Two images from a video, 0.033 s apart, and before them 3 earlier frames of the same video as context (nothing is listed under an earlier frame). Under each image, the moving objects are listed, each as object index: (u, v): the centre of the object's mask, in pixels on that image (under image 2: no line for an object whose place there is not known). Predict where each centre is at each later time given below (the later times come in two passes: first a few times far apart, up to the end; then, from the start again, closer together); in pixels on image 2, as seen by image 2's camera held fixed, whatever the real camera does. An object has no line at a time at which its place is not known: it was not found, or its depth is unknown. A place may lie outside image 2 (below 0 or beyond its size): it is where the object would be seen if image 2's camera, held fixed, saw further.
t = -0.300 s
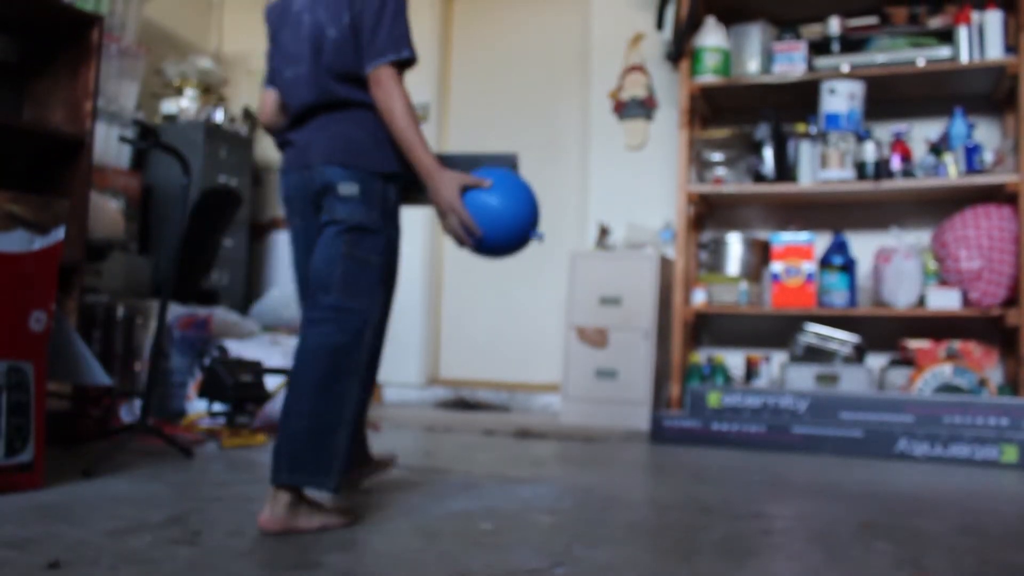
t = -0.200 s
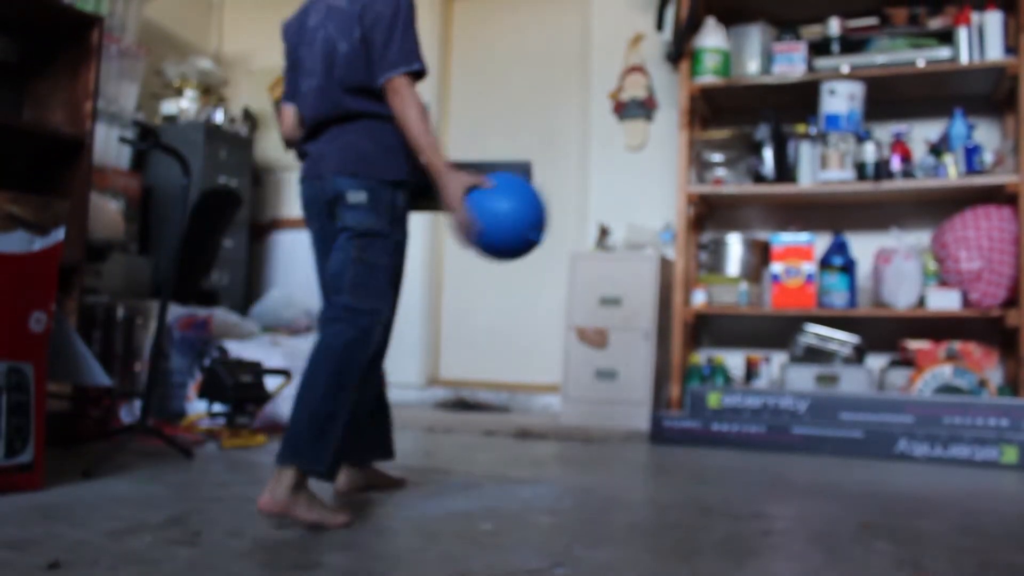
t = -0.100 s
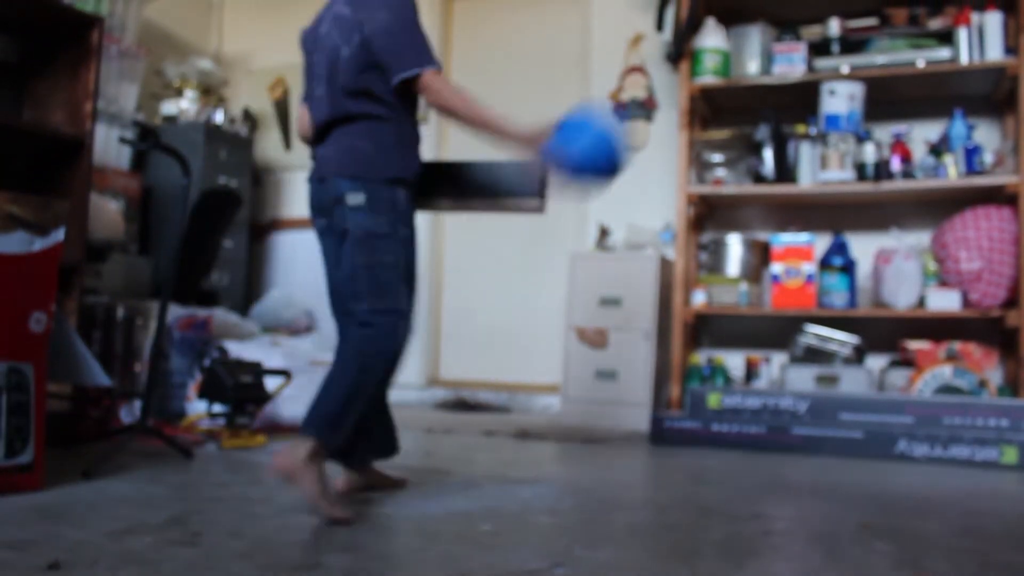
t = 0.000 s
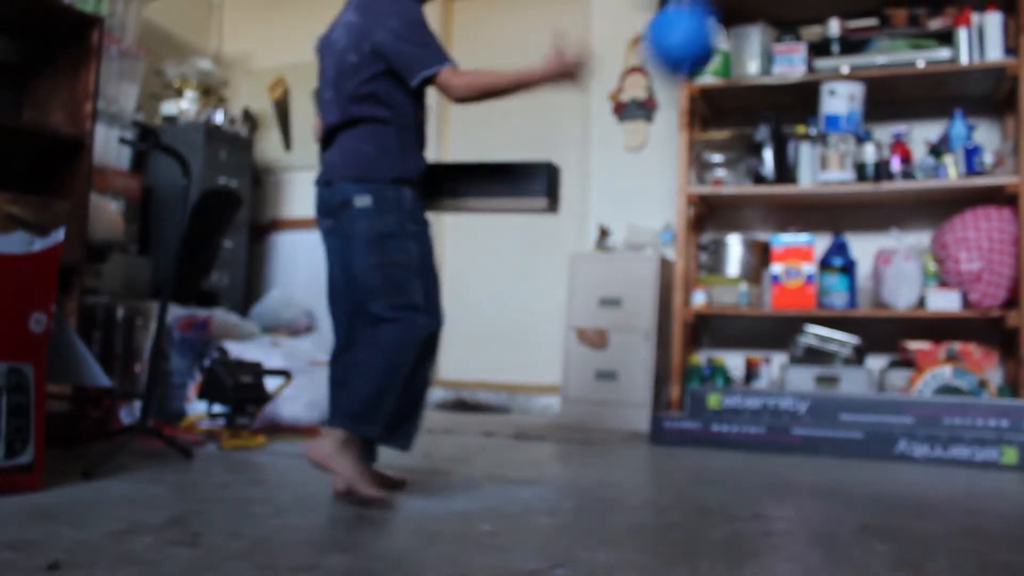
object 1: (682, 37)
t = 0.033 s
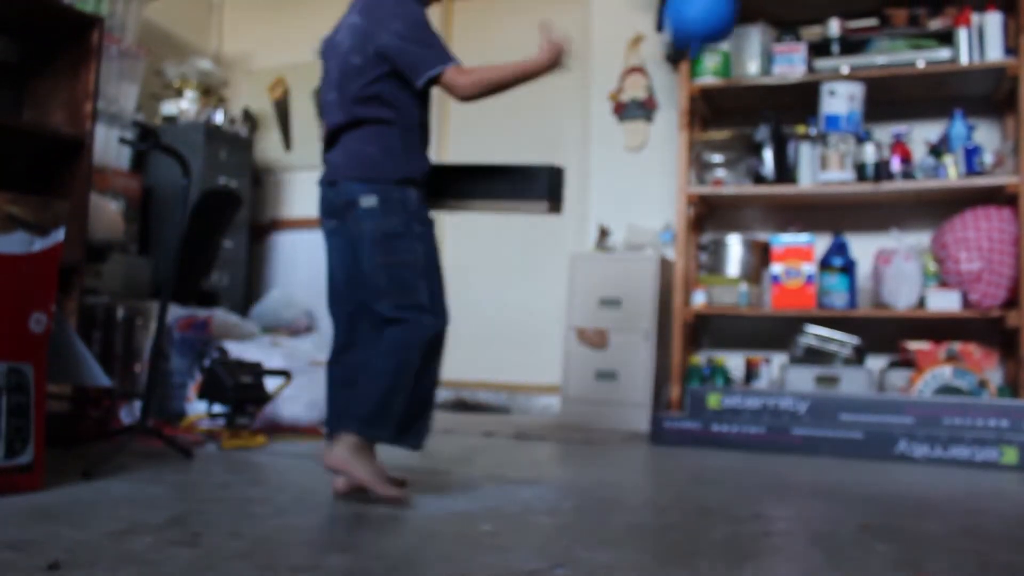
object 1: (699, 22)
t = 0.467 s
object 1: (758, 10)
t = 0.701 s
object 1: (762, 114)
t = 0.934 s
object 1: (763, 282)
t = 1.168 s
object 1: (763, 435)
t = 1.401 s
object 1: (781, 327)
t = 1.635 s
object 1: (795, 331)
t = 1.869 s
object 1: (803, 444)
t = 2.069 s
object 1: (771, 408)
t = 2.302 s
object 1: (725, 429)
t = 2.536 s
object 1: (694, 422)
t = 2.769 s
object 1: (673, 445)
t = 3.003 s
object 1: (642, 457)
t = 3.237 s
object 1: (622, 458)
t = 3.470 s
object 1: (619, 460)
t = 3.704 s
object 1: (623, 459)
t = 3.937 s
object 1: (611, 464)
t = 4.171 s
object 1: (600, 465)
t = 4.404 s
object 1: (600, 469)
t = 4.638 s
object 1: (597, 472)
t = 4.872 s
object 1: (598, 474)
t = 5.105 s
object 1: (607, 474)
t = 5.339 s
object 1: (615, 473)
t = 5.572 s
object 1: (614, 473)
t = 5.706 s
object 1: (613, 473)
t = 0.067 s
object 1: (711, 12)
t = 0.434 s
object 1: (758, 5)
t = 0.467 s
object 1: (758, 10)
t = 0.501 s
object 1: (759, 15)
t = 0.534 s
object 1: (760, 22)
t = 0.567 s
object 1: (761, 33)
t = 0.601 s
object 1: (761, 51)
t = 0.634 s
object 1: (762, 73)
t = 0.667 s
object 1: (762, 95)
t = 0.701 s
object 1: (762, 114)
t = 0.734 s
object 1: (763, 134)
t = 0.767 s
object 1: (763, 157)
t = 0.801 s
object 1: (763, 184)
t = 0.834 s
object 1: (763, 207)
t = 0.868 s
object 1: (763, 230)
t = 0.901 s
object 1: (763, 255)
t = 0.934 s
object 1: (763, 282)
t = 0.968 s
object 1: (764, 312)
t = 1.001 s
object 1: (764, 334)
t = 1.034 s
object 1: (764, 361)
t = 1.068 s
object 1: (763, 396)
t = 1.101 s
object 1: (762, 424)
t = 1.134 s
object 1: (760, 451)
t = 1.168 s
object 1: (763, 435)
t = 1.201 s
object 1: (767, 411)
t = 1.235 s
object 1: (770, 392)
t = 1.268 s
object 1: (772, 371)
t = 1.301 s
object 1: (774, 357)
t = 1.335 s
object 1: (776, 345)
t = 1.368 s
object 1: (779, 336)
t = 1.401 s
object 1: (781, 327)
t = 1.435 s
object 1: (783, 321)
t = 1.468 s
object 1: (786, 317)
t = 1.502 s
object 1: (788, 316)
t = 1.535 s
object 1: (789, 317)
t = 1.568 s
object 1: (792, 319)
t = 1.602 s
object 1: (793, 323)
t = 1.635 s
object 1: (795, 331)
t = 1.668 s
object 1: (797, 339)
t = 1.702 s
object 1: (798, 350)
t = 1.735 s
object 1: (799, 365)
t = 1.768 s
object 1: (801, 381)
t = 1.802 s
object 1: (802, 399)
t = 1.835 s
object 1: (803, 421)
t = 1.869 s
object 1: (803, 444)
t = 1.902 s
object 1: (802, 458)
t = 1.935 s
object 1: (796, 445)
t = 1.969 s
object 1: (790, 432)
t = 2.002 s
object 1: (784, 422)
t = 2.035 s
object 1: (777, 413)
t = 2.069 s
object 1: (771, 408)
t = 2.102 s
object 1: (764, 405)
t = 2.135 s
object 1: (758, 403)
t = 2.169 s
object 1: (751, 404)
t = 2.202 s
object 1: (745, 407)
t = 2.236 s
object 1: (738, 412)
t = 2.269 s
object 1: (732, 420)
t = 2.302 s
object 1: (725, 429)
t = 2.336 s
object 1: (718, 441)
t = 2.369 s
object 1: (712, 454)
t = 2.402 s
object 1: (707, 459)
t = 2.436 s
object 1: (704, 447)
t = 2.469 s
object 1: (701, 436)
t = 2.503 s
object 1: (698, 428)
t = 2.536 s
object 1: (694, 422)
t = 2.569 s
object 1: (692, 419)
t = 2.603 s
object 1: (689, 417)
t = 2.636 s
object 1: (685, 419)
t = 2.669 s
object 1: (682, 422)
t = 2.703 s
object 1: (679, 427)
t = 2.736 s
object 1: (676, 435)
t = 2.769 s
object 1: (673, 445)
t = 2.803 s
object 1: (671, 456)
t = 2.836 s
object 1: (667, 458)
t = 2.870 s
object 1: (661, 457)
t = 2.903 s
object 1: (657, 458)
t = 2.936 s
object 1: (651, 459)
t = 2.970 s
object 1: (647, 457)
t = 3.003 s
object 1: (642, 457)
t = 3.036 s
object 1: (638, 458)
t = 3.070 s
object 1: (634, 456)
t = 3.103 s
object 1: (632, 456)
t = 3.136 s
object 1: (628, 457)
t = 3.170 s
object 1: (626, 456)
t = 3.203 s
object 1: (624, 457)
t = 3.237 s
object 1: (622, 458)
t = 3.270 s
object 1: (621, 458)
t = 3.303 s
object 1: (620, 458)
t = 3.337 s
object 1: (619, 459)
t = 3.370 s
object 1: (619, 459)
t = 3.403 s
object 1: (618, 460)
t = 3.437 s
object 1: (619, 460)
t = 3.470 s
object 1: (619, 460)
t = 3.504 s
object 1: (619, 460)
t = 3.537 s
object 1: (620, 461)
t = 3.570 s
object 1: (621, 461)
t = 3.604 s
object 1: (622, 461)
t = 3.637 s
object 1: (622, 460)
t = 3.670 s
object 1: (623, 459)
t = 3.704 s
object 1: (623, 459)
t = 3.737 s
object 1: (623, 459)
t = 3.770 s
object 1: (622, 459)
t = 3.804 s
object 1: (621, 461)
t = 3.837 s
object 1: (619, 463)
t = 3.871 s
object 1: (617, 464)
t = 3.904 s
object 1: (614, 464)
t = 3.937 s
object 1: (611, 464)
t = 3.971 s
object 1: (609, 464)
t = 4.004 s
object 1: (607, 464)
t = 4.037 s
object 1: (606, 464)
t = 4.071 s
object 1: (604, 464)
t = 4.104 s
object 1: (603, 465)
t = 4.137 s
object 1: (601, 465)
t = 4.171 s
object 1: (600, 465)
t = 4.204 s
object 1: (600, 466)
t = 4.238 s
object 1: (599, 466)
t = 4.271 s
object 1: (599, 467)
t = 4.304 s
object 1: (599, 467)
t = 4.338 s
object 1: (599, 468)
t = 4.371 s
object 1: (600, 468)
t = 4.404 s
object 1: (600, 469)
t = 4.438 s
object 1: (600, 469)
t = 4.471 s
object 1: (600, 470)
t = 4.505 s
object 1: (599, 470)
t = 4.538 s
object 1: (599, 471)
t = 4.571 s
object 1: (598, 471)
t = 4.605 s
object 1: (597, 472)
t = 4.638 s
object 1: (597, 472)
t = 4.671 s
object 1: (596, 472)
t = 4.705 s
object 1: (596, 473)
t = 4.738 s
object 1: (596, 473)
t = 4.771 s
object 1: (596, 473)
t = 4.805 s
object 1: (597, 473)
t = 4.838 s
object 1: (597, 473)
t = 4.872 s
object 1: (598, 474)
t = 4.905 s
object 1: (599, 474)
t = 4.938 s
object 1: (600, 474)
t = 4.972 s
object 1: (601, 474)
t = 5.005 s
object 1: (603, 473)
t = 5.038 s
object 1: (604, 473)
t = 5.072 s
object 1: (606, 474)
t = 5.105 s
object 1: (607, 474)
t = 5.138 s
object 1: (609, 473)
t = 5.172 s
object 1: (611, 473)
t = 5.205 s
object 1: (613, 473)
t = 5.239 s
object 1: (614, 473)
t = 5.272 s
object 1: (615, 473)
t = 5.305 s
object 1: (615, 473)
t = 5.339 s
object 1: (615, 473)
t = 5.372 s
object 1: (615, 473)
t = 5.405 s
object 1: (615, 473)
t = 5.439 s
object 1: (614, 473)
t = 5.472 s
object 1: (614, 473)
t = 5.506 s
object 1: (614, 473)
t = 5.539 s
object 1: (614, 473)
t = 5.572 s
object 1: (614, 473)
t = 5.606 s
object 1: (614, 473)
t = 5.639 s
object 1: (614, 473)
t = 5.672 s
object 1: (614, 473)
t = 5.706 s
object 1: (613, 473)
